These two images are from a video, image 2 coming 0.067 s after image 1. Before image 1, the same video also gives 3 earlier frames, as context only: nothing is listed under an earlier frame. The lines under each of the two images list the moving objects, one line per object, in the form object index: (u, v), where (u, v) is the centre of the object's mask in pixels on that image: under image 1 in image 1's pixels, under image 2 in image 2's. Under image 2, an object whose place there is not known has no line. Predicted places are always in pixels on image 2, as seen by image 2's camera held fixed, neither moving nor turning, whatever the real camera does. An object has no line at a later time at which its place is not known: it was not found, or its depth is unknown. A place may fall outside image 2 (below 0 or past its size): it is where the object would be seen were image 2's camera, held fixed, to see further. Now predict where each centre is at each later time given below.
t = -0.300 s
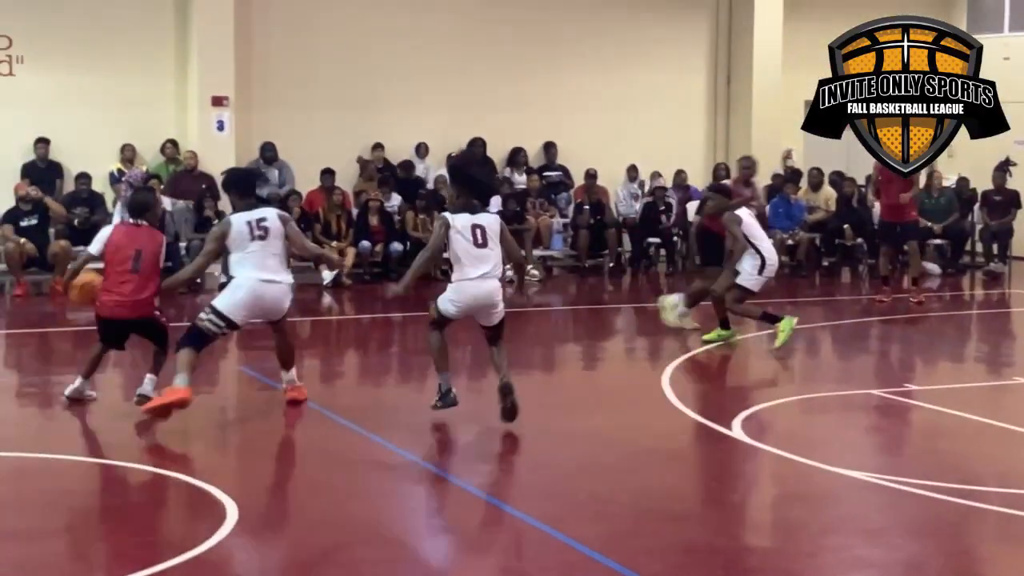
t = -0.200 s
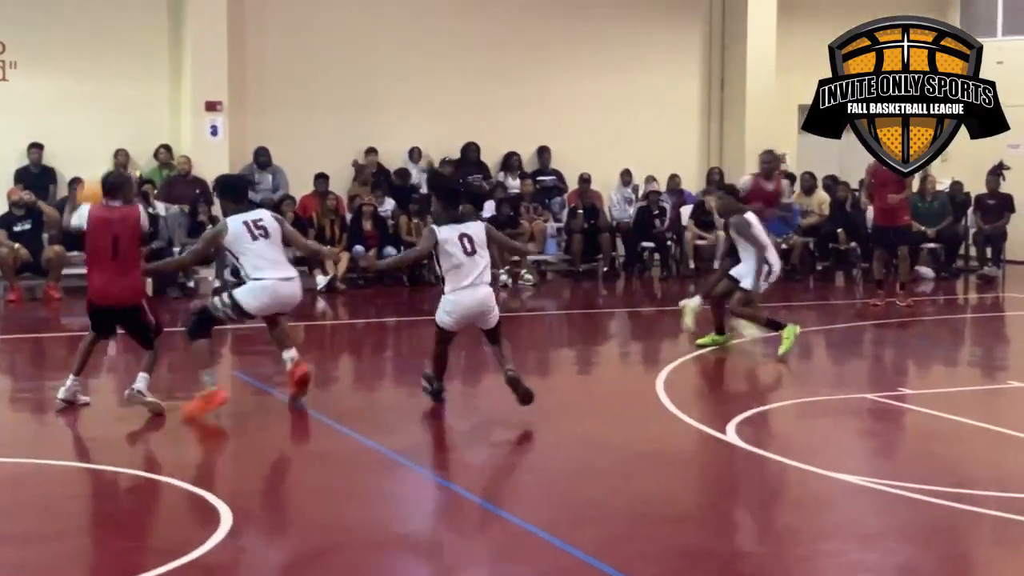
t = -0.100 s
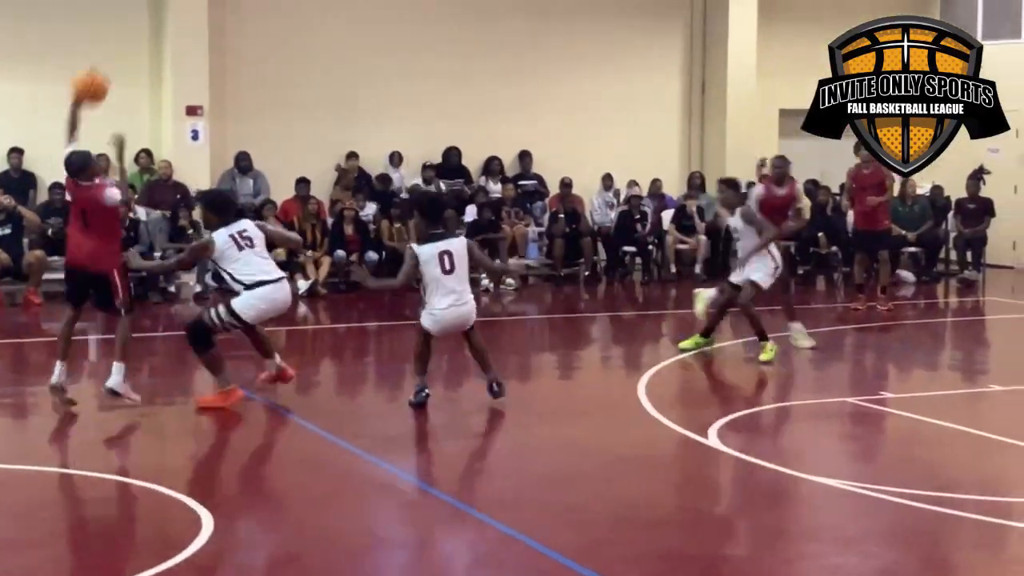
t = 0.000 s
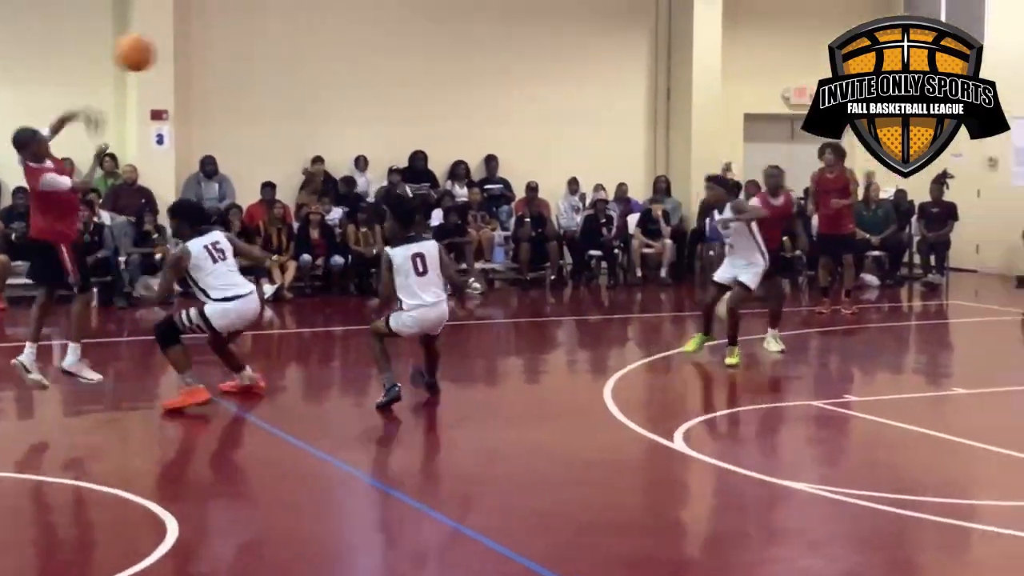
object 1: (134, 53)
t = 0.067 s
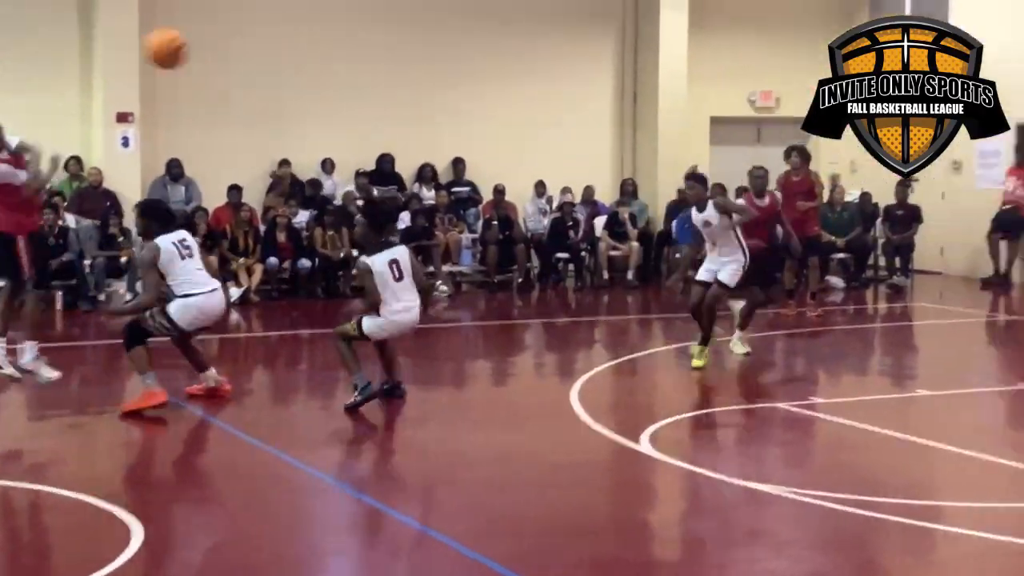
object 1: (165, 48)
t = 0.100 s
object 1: (201, 49)
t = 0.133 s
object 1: (238, 50)
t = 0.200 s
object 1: (311, 57)
